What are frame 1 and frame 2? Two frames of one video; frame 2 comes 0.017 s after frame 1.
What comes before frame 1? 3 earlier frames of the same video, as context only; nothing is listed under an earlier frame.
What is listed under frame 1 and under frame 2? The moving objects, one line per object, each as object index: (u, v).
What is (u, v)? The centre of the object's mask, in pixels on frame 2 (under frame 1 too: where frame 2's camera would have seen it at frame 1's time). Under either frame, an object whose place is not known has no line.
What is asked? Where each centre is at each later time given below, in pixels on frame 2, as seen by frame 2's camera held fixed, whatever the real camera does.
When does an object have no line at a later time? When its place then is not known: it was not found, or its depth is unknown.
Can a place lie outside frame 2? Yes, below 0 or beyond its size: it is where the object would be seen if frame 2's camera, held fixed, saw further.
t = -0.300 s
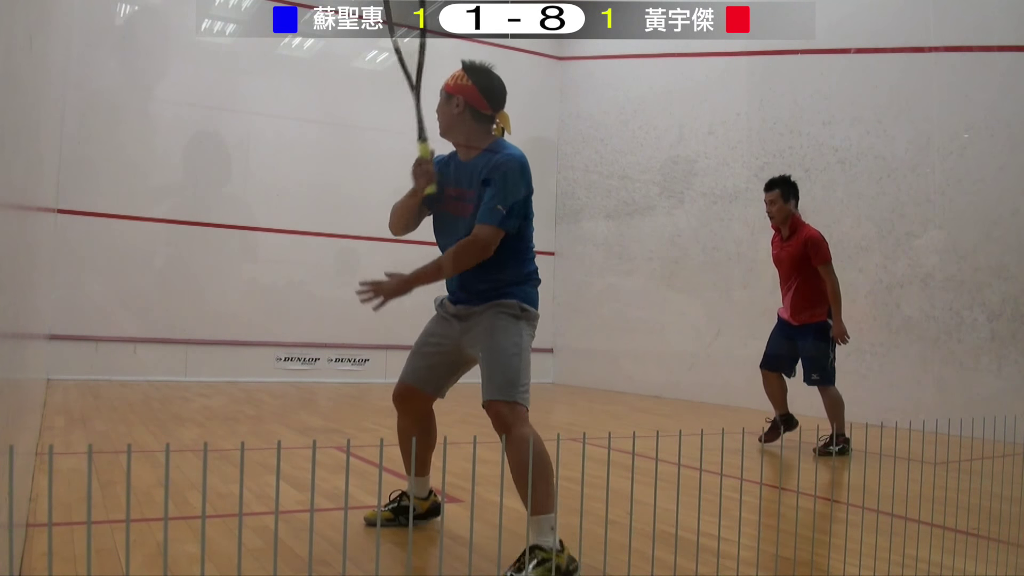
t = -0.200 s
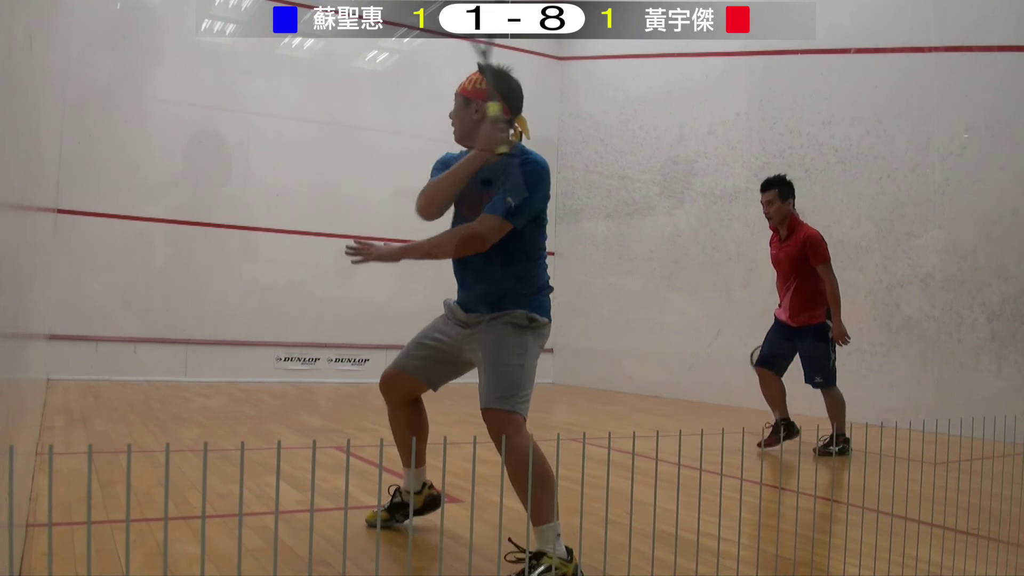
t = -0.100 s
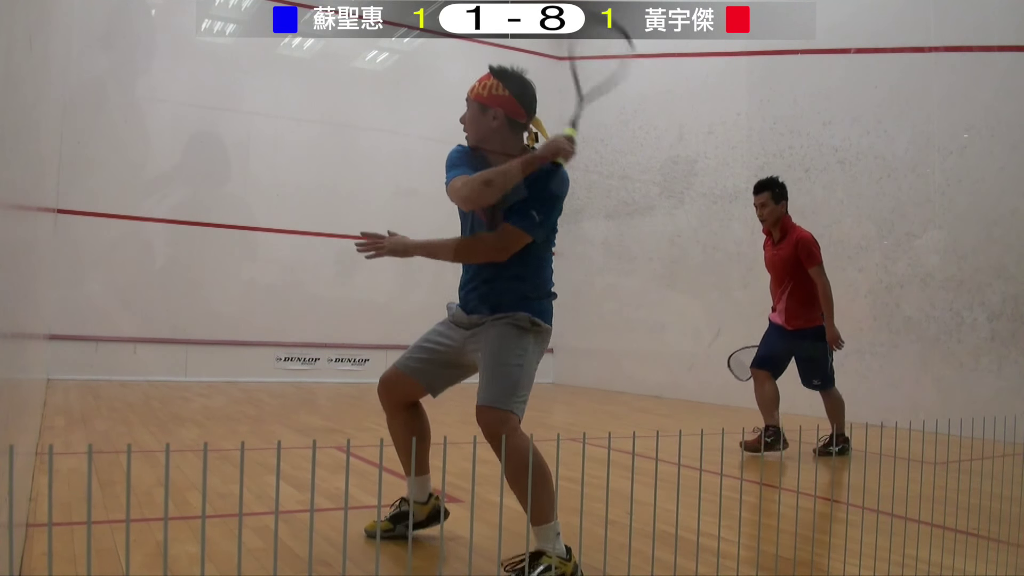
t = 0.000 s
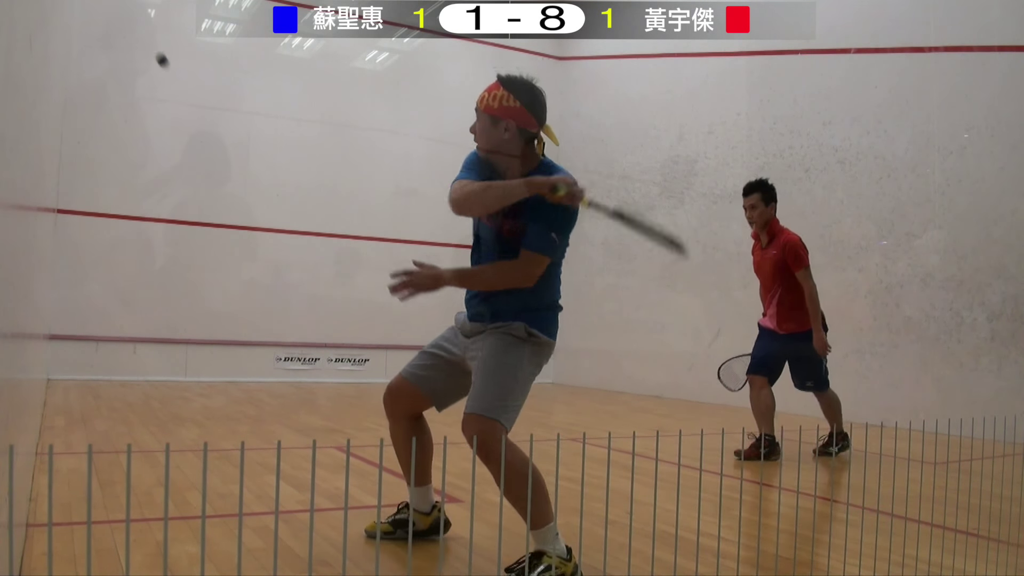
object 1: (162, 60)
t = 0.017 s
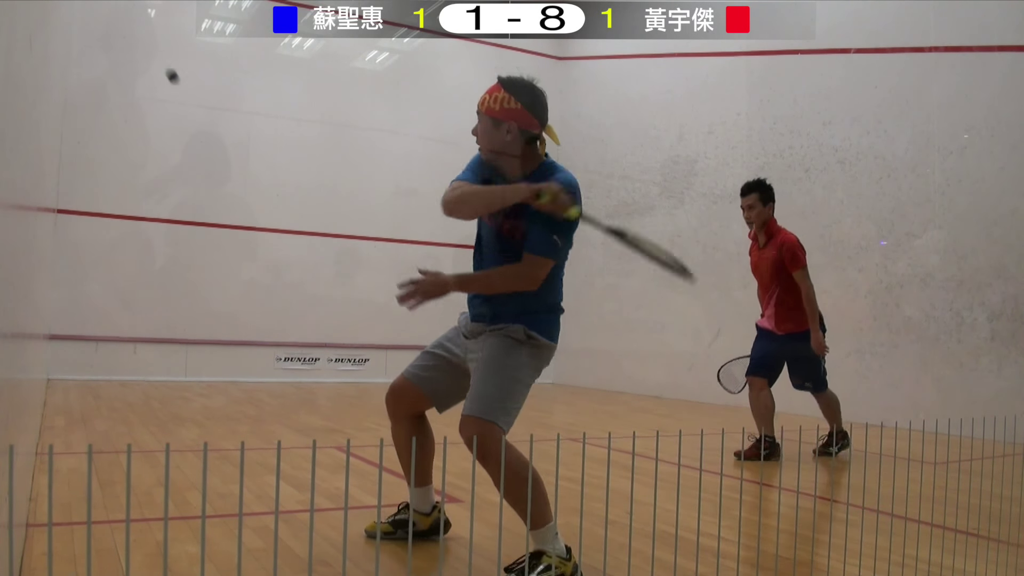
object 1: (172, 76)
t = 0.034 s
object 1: (183, 94)
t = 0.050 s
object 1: (195, 113)
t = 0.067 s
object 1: (207, 135)
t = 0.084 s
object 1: (220, 159)
